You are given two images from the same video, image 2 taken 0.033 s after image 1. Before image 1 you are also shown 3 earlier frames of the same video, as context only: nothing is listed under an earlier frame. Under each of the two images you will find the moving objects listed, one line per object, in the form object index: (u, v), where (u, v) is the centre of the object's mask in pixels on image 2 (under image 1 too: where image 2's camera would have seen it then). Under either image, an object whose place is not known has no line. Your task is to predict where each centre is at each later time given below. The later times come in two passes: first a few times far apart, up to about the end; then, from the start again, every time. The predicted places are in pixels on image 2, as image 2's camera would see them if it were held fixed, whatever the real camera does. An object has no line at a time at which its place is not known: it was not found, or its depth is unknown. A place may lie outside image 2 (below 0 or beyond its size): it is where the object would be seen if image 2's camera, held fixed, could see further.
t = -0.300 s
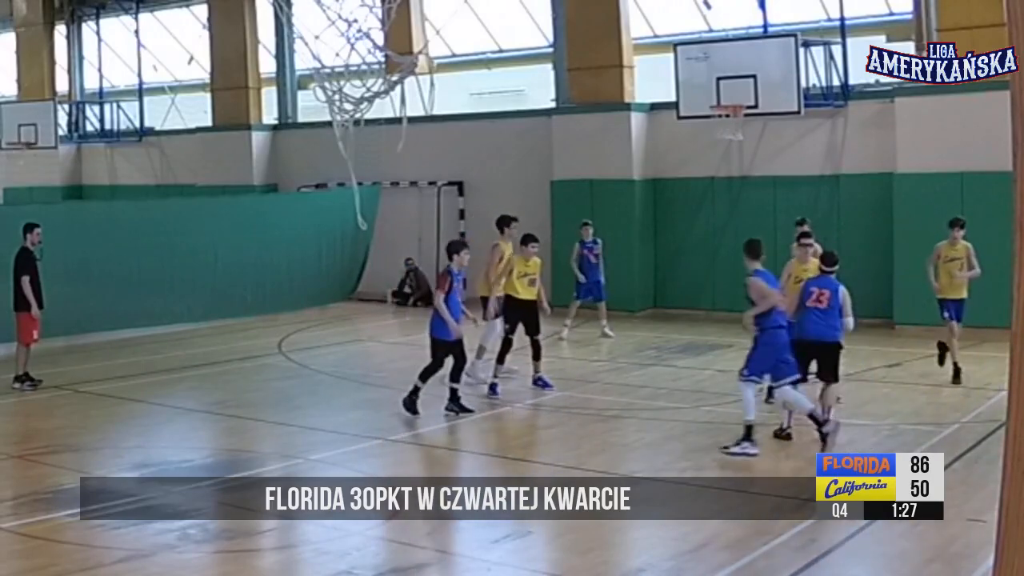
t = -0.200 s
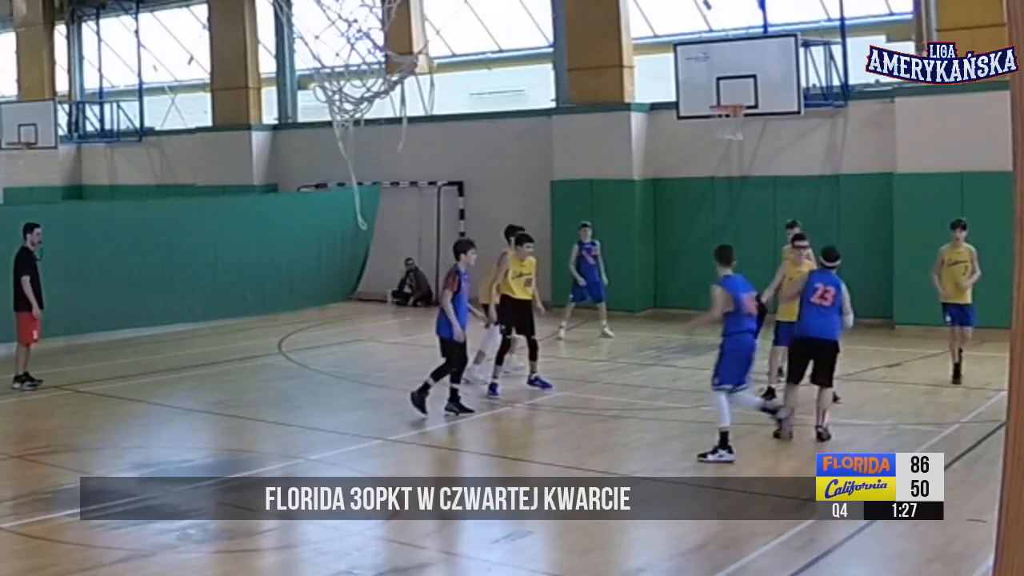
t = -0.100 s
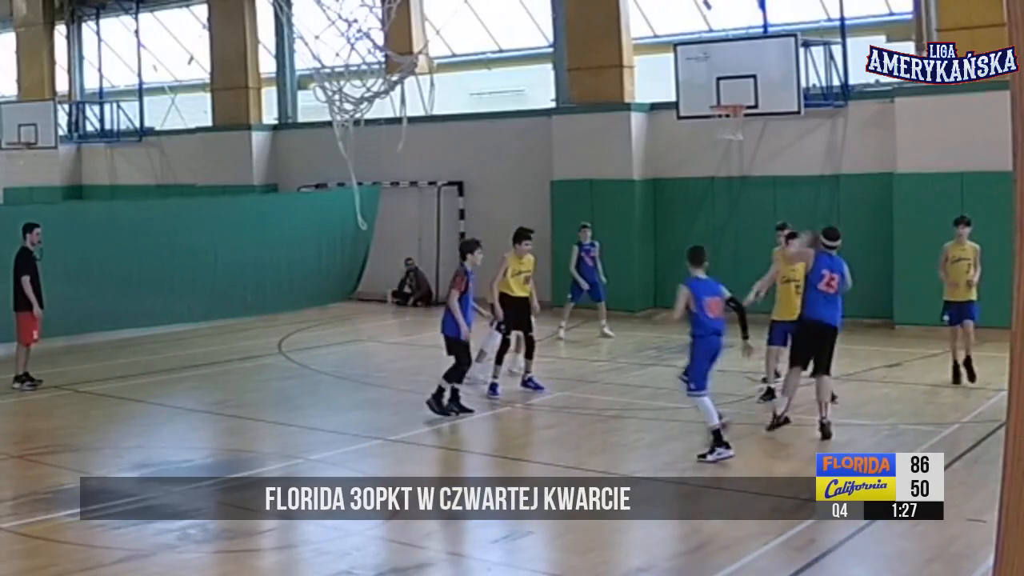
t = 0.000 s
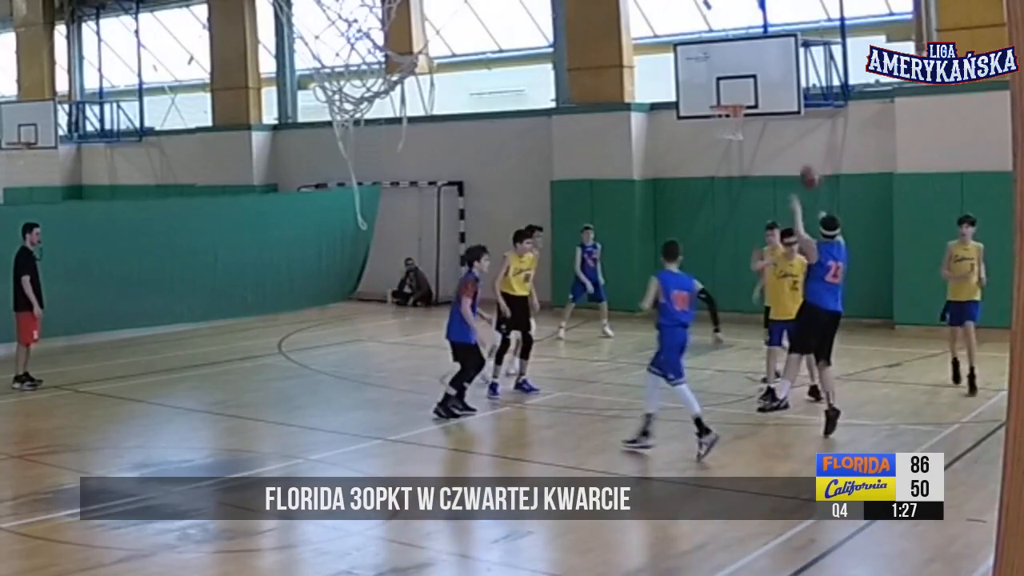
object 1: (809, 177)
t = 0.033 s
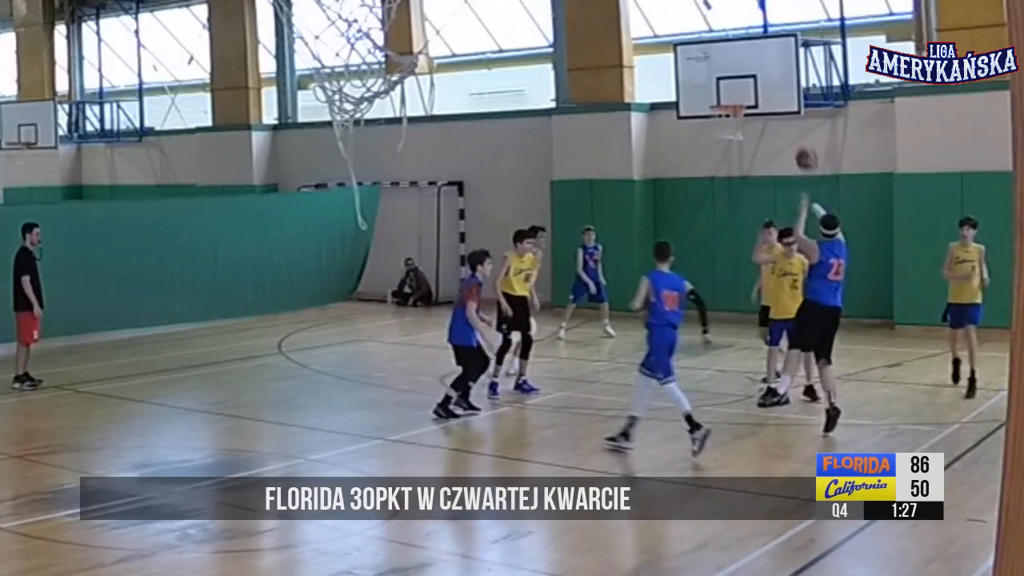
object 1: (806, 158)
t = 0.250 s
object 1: (783, 75)
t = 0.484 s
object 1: (763, 46)
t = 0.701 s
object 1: (750, 60)
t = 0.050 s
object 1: (804, 150)
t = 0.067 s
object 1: (802, 141)
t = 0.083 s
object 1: (801, 133)
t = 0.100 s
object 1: (799, 126)
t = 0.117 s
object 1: (797, 120)
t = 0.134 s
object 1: (795, 112)
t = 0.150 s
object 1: (793, 106)
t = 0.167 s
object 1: (792, 100)
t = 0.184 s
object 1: (789, 94)
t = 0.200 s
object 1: (788, 89)
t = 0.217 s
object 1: (786, 84)
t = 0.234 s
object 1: (785, 80)
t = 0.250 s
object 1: (783, 75)
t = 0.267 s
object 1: (781, 71)
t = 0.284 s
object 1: (780, 68)
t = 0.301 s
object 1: (778, 64)
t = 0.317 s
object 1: (777, 61)
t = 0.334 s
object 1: (776, 58)
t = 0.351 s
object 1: (774, 56)
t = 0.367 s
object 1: (773, 54)
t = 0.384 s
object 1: (771, 52)
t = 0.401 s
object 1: (769, 50)
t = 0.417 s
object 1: (768, 49)
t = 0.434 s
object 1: (767, 47)
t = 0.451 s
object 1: (766, 47)
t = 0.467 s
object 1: (764, 46)
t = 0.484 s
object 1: (763, 46)
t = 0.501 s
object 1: (762, 45)
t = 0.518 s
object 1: (761, 45)
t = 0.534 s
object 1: (760, 46)
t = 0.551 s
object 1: (759, 46)
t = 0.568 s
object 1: (757, 47)
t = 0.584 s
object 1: (756, 48)
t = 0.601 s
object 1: (755, 49)
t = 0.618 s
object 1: (755, 50)
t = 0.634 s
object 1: (754, 52)
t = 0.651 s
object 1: (752, 54)
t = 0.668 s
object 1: (752, 56)
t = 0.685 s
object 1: (751, 58)
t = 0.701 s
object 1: (750, 60)
